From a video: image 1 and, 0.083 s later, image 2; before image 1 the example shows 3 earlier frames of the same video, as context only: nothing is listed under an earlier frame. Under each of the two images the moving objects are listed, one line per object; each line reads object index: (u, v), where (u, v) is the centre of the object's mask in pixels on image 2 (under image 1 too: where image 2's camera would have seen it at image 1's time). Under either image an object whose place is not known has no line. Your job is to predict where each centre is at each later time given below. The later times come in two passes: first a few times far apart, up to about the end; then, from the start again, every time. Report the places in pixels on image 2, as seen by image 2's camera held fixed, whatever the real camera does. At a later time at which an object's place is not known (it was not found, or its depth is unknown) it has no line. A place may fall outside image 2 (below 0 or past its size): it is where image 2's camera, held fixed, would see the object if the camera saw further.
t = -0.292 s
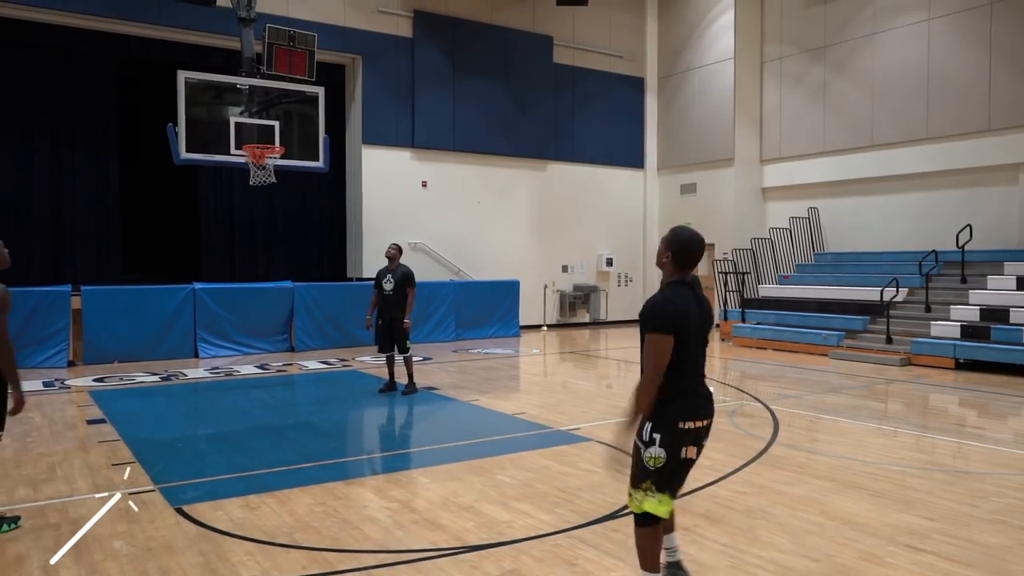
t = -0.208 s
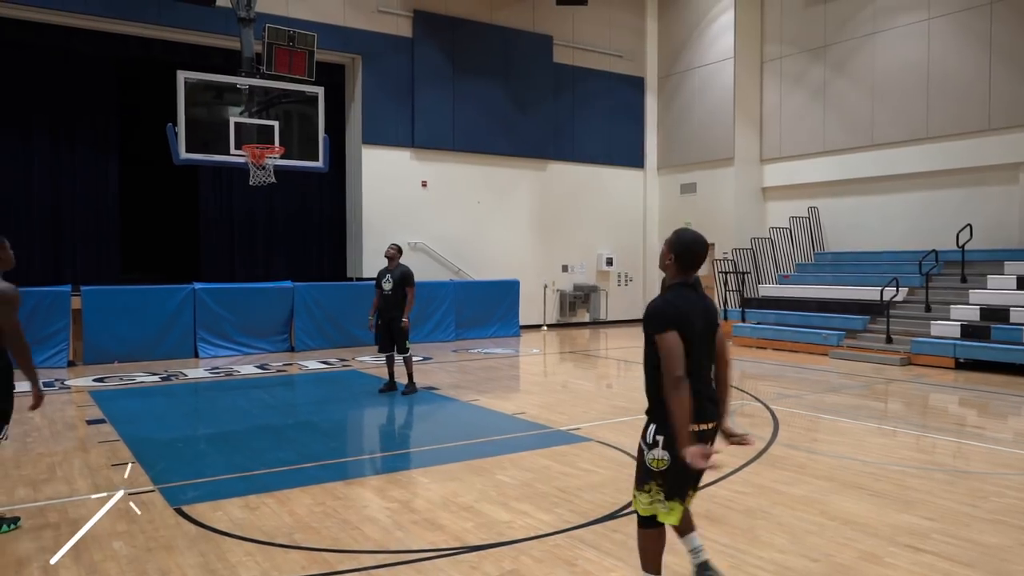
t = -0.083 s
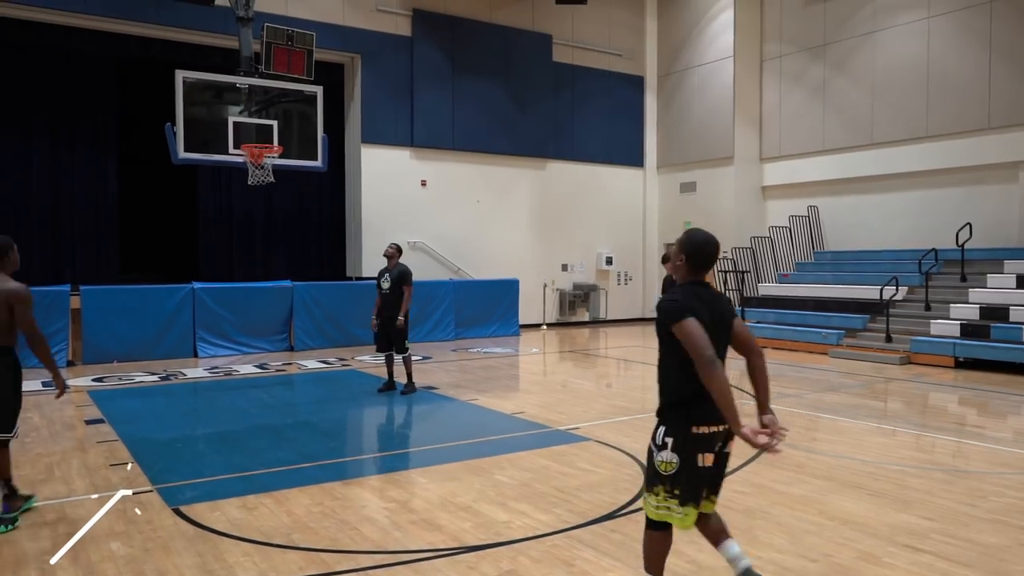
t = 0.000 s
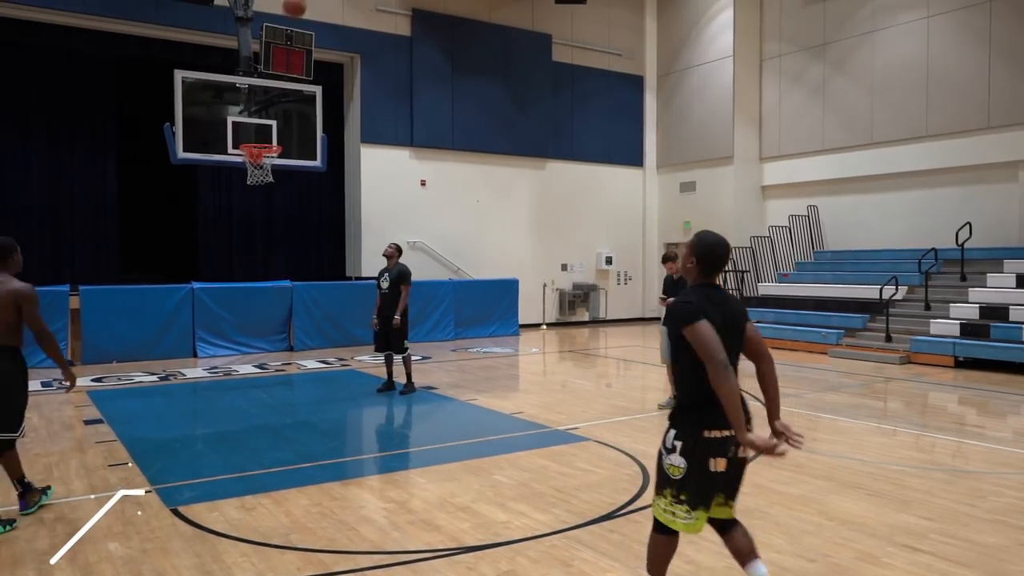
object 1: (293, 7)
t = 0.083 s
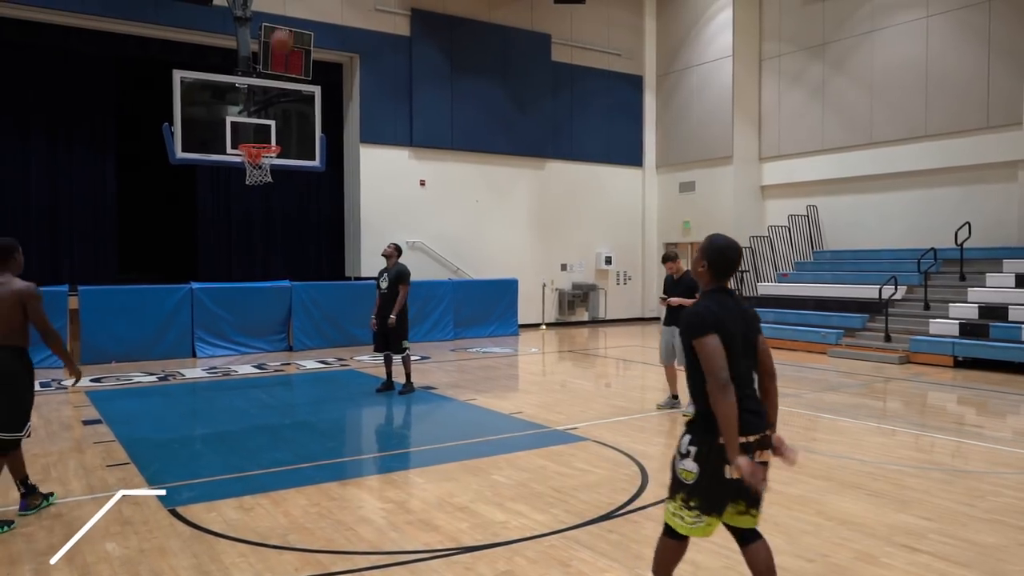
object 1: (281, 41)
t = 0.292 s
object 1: (258, 137)
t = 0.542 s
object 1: (268, 164)
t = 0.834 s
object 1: (270, 247)
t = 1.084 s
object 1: (274, 374)
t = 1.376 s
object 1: (267, 296)
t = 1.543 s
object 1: (263, 265)
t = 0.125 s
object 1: (276, 59)
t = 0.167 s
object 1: (271, 80)
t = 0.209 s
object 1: (266, 100)
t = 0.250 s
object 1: (261, 120)
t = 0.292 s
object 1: (258, 137)
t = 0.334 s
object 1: (255, 165)
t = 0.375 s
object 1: (256, 166)
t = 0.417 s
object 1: (261, 160)
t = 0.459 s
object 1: (266, 158)
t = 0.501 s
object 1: (267, 158)
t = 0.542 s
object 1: (268, 164)
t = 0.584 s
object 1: (269, 173)
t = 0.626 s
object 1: (269, 181)
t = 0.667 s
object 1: (269, 191)
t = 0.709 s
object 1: (269, 203)
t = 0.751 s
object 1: (270, 216)
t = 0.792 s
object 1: (270, 231)
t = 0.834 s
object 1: (270, 247)
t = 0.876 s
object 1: (270, 265)
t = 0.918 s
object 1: (271, 282)
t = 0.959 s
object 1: (272, 303)
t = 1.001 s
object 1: (272, 324)
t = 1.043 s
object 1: (273, 346)
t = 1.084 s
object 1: (274, 374)
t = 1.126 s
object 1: (274, 386)
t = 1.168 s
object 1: (272, 368)
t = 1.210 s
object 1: (271, 350)
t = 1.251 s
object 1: (270, 334)
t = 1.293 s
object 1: (269, 320)
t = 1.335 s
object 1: (268, 307)
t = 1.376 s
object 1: (267, 296)
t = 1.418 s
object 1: (266, 286)
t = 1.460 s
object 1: (265, 277)
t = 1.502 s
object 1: (264, 271)
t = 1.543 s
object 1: (263, 265)
